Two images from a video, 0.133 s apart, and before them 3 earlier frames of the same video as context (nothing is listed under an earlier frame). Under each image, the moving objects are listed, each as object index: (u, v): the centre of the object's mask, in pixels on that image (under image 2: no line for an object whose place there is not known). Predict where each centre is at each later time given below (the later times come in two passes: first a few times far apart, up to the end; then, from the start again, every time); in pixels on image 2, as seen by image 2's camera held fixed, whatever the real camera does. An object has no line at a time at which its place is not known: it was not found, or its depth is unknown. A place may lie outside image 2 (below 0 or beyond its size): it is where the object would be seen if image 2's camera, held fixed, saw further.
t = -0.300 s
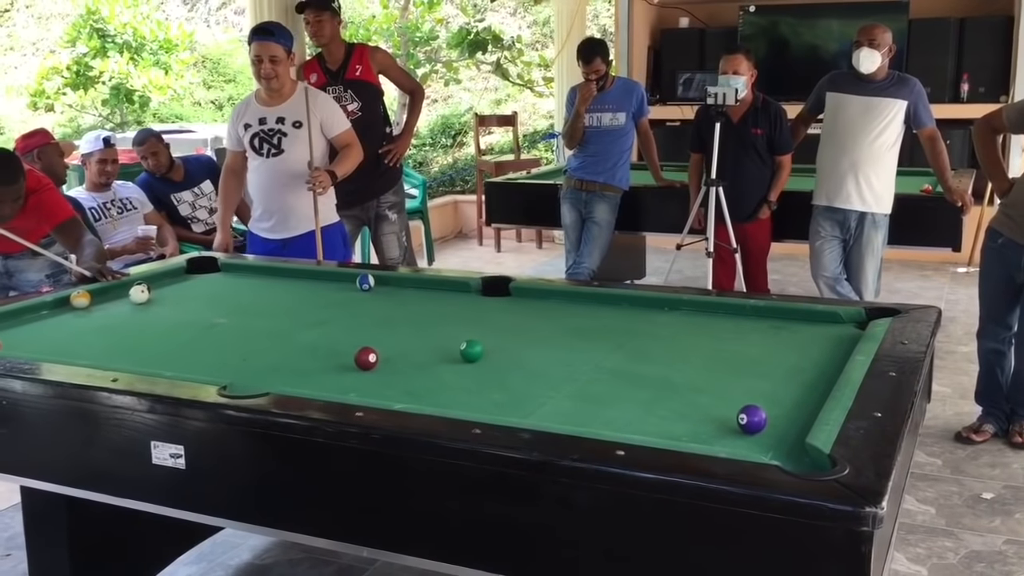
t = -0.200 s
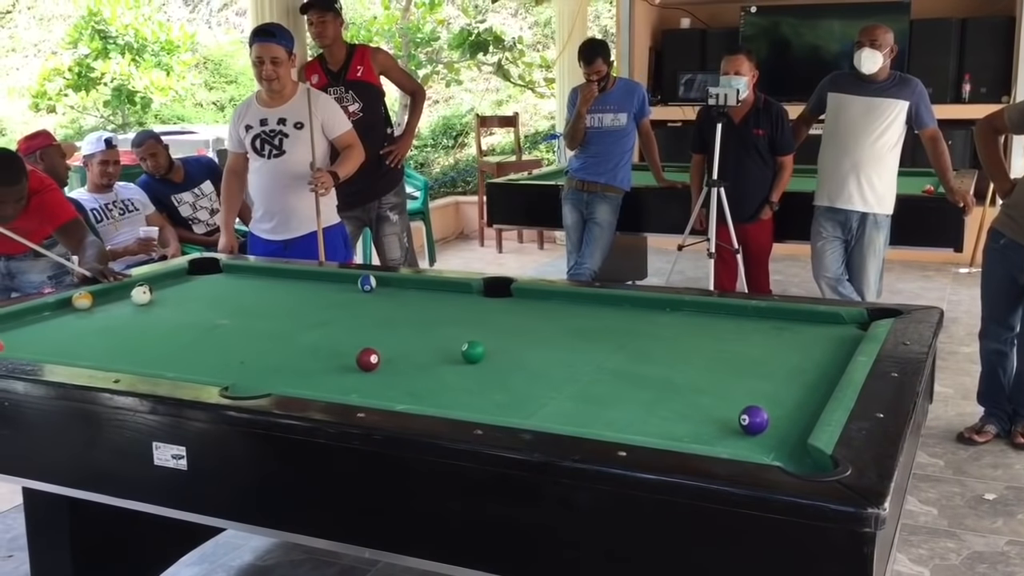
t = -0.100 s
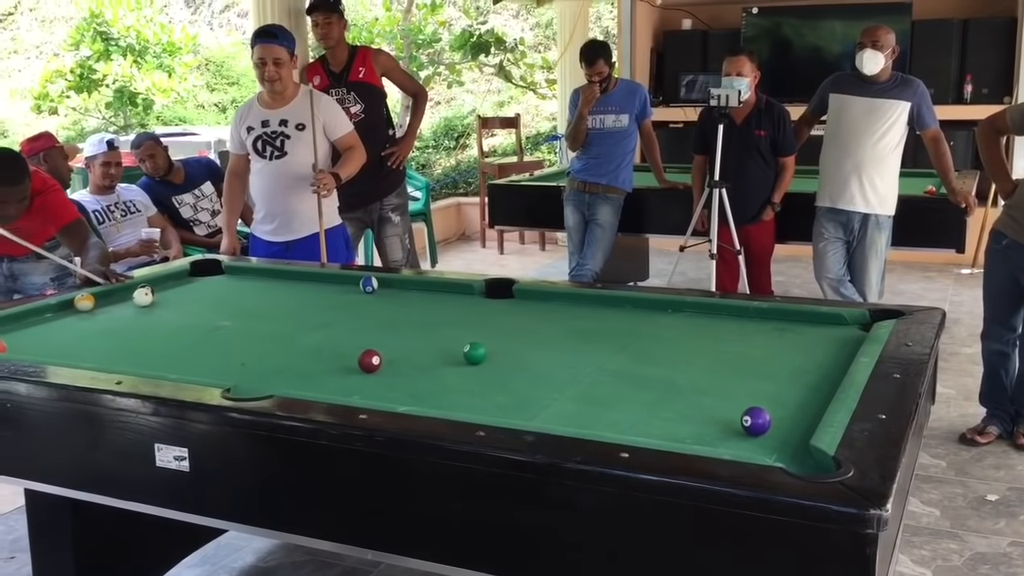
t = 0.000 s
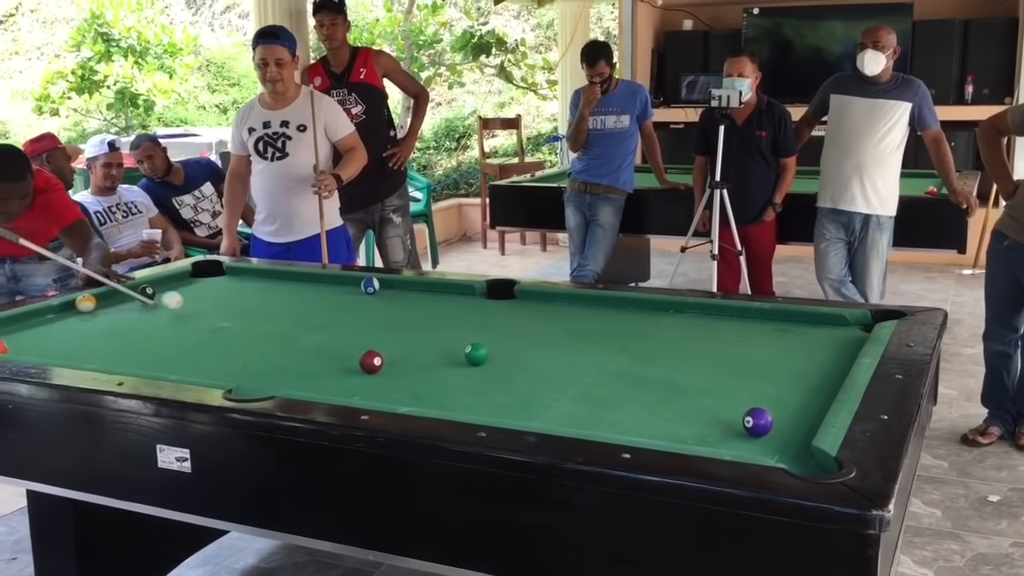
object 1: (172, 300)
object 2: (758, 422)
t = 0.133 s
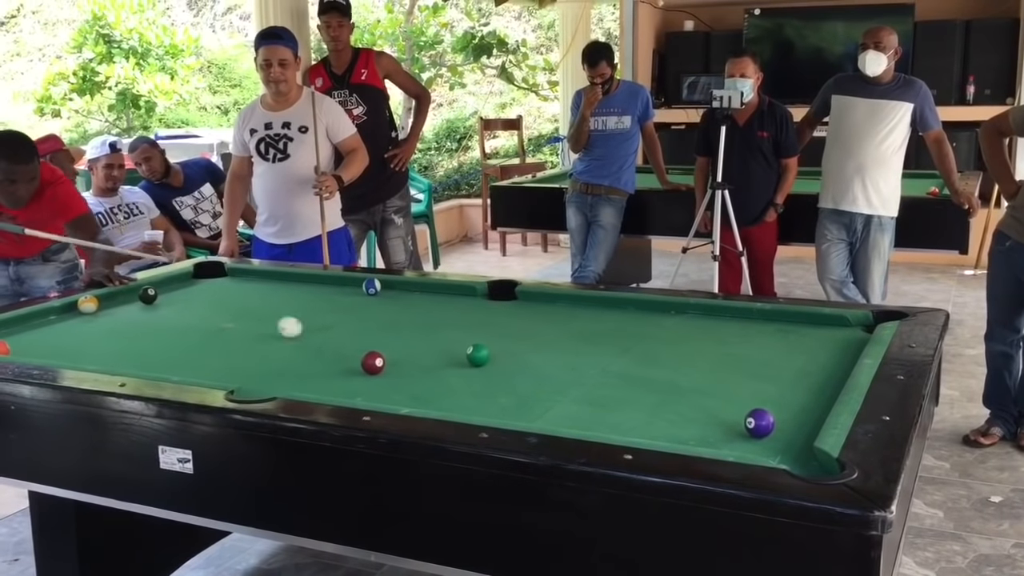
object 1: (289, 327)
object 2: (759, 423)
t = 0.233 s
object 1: (385, 345)
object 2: (759, 423)
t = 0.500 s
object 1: (675, 405)
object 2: (759, 423)
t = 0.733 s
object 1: (752, 417)
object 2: (724, 429)
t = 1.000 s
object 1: (788, 420)
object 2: (595, 421)
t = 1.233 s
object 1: (808, 420)
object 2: (490, 413)
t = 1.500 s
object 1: (793, 418)
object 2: (415, 400)
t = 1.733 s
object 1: (782, 415)
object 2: (357, 390)
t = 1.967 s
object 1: (773, 413)
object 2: (306, 379)
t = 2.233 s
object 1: (766, 411)
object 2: (255, 368)
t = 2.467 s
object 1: (761, 410)
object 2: (215, 359)
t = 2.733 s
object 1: (759, 409)
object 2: (174, 349)
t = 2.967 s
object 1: (758, 409)
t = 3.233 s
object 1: (758, 409)
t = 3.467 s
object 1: (758, 409)
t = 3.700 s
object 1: (758, 409)
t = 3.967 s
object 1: (758, 409)
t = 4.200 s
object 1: (758, 409)
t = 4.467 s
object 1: (758, 409)
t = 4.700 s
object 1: (758, 409)
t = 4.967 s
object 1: (758, 409)
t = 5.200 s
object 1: (758, 409)
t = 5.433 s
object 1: (758, 409)
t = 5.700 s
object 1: (758, 409)
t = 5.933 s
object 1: (758, 409)
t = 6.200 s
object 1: (758, 409)
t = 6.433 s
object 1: (758, 409)
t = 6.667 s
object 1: (758, 409)
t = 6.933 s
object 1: (758, 409)
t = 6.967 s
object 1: (758, 409)
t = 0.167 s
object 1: (320, 332)
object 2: (759, 423)
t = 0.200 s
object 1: (352, 340)
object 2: (759, 423)
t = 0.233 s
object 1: (385, 345)
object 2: (759, 423)
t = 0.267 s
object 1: (419, 353)
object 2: (759, 423)
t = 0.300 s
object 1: (453, 360)
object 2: (759, 423)
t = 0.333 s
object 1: (488, 367)
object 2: (759, 423)
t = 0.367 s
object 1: (525, 374)
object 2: (759, 423)
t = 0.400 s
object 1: (561, 382)
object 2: (760, 423)
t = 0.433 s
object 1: (599, 389)
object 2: (760, 423)
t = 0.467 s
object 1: (637, 397)
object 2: (760, 423)
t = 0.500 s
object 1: (675, 405)
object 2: (759, 423)
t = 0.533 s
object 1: (714, 412)
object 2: (759, 423)
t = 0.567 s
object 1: (734, 415)
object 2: (779, 427)
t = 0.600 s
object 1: (735, 416)
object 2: (805, 432)
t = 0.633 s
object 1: (738, 416)
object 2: (783, 432)
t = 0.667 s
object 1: (742, 415)
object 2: (761, 431)
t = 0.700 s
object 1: (749, 412)
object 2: (742, 430)
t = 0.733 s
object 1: (752, 417)
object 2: (724, 429)
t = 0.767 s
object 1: (757, 417)
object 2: (707, 428)
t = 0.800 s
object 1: (761, 418)
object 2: (692, 427)
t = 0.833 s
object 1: (766, 418)
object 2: (674, 427)
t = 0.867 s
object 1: (770, 418)
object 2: (658, 426)
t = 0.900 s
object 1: (775, 419)
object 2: (643, 425)
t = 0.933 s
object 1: (779, 419)
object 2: (626, 424)
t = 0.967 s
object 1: (784, 420)
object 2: (611, 423)
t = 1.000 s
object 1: (788, 420)
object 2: (595, 421)
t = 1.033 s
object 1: (792, 420)
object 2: (580, 420)
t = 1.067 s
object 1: (797, 420)
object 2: (564, 419)
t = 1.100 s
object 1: (801, 421)
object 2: (549, 418)
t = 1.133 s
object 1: (805, 421)
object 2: (534, 416)
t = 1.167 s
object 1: (809, 421)
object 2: (520, 415)
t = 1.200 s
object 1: (810, 420)
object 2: (505, 414)
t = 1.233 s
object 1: (808, 420)
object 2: (490, 413)
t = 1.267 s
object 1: (806, 420)
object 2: (479, 411)
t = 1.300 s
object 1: (805, 420)
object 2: (469, 409)
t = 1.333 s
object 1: (803, 420)
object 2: (460, 407)
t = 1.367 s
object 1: (800, 419)
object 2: (450, 406)
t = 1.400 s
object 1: (798, 419)
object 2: (441, 405)
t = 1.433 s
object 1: (797, 419)
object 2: (432, 403)
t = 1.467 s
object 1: (795, 418)
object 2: (423, 402)
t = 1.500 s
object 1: (793, 418)
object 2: (415, 400)
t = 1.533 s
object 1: (791, 417)
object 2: (406, 398)
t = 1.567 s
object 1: (789, 417)
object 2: (397, 397)
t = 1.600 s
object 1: (788, 416)
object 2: (389, 396)
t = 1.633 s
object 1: (786, 416)
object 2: (381, 394)
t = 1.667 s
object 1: (785, 416)
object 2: (373, 393)
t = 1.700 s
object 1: (783, 415)
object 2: (365, 391)
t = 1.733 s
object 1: (782, 415)
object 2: (357, 390)
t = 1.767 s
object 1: (780, 415)
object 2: (349, 388)
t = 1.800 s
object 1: (779, 414)
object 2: (342, 387)
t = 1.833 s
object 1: (778, 414)
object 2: (335, 386)
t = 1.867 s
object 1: (777, 413)
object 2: (327, 384)
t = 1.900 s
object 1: (775, 413)
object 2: (320, 383)
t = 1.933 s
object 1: (774, 413)
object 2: (313, 381)
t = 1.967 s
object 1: (773, 413)
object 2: (306, 379)
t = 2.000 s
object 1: (772, 412)
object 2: (299, 378)
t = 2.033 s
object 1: (771, 412)
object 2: (293, 376)
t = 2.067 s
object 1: (770, 412)
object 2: (286, 375)
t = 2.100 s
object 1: (769, 412)
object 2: (280, 373)
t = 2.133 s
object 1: (768, 411)
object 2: (273, 372)
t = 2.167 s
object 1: (768, 411)
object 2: (267, 371)
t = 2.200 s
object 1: (767, 411)
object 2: (261, 369)
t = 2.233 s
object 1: (766, 411)
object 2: (255, 368)
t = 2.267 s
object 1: (765, 410)
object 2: (249, 367)
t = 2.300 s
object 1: (764, 410)
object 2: (243, 365)
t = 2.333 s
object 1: (764, 410)
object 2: (237, 364)
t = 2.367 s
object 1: (763, 410)
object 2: (232, 362)
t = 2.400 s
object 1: (762, 410)
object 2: (226, 361)
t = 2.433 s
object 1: (761, 410)
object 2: (221, 360)
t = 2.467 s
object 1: (761, 410)
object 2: (215, 359)
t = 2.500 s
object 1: (761, 410)
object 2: (210, 357)
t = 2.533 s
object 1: (760, 409)
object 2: (204, 356)
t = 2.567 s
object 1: (760, 409)
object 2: (199, 355)
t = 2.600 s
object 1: (759, 409)
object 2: (194, 353)
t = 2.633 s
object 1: (759, 409)
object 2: (189, 352)
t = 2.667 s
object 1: (759, 409)
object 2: (184, 351)
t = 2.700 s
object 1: (759, 409)
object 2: (179, 350)
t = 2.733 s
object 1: (759, 409)
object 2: (174, 349)
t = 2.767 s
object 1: (758, 409)
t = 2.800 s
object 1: (758, 409)
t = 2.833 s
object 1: (758, 409)
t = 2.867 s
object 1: (758, 409)
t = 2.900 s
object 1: (758, 409)
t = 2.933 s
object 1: (758, 409)
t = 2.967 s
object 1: (758, 409)
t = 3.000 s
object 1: (758, 409)
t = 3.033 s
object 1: (758, 409)
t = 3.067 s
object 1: (758, 409)
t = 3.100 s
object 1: (758, 409)
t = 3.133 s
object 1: (758, 409)
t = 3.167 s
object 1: (758, 409)
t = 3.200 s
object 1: (758, 409)
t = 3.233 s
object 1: (758, 409)
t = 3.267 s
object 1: (758, 409)
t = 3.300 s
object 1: (758, 409)
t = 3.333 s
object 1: (758, 409)
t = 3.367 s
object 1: (758, 409)
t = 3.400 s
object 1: (758, 409)
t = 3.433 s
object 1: (758, 409)
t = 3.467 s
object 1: (758, 409)
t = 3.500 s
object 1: (758, 409)
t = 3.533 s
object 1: (758, 409)
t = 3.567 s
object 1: (758, 409)
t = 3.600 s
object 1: (758, 409)
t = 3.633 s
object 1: (758, 409)
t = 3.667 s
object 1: (758, 409)
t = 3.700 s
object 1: (758, 409)
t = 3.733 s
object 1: (758, 409)
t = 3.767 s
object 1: (758, 409)
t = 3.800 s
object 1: (758, 409)
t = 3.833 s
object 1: (758, 409)
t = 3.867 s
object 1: (758, 409)
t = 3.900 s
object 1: (758, 409)
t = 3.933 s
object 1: (758, 409)
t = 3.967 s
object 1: (758, 409)
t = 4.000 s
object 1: (758, 409)
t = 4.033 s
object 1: (758, 409)
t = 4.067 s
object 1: (758, 409)
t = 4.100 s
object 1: (758, 409)
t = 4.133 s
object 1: (758, 409)
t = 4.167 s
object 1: (758, 409)
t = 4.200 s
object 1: (758, 409)
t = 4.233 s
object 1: (758, 409)
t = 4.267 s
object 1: (758, 409)
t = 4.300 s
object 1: (758, 409)
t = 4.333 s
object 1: (758, 409)
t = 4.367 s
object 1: (758, 409)
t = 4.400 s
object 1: (758, 409)
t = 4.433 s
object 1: (758, 409)
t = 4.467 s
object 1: (758, 409)
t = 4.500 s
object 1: (758, 409)
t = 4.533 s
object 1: (758, 409)
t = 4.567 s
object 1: (758, 409)
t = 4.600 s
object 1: (758, 409)
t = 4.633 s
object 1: (758, 409)
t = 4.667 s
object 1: (758, 409)
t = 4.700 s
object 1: (758, 409)
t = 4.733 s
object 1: (758, 409)
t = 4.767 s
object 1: (758, 409)
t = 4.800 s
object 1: (758, 409)
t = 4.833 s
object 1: (758, 409)
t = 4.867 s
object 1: (758, 409)
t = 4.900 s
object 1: (758, 409)
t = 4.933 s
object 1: (758, 409)
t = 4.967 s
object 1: (758, 409)
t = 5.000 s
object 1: (758, 409)
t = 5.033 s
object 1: (758, 409)
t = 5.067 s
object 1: (758, 409)
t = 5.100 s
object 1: (758, 409)
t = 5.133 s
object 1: (758, 409)
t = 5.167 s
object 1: (758, 409)
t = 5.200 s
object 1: (758, 409)
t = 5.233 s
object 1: (758, 409)
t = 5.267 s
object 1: (758, 409)
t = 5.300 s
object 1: (758, 409)
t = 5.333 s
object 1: (758, 409)
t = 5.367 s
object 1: (758, 409)
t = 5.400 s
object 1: (758, 408)
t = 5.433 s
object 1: (758, 409)
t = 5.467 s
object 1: (758, 409)
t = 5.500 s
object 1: (758, 409)
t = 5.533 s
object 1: (758, 409)
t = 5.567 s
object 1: (758, 409)
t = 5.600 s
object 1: (758, 409)
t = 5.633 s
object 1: (758, 409)
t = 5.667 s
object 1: (758, 409)
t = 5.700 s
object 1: (758, 409)
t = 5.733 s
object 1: (758, 409)
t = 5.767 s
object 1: (758, 409)
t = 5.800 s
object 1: (758, 409)
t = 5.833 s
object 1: (758, 409)
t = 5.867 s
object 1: (758, 409)
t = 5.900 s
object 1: (758, 409)
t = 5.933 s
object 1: (758, 409)
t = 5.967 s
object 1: (758, 409)
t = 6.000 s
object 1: (758, 409)
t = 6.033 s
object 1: (758, 409)
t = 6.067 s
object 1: (758, 409)
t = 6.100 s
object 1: (758, 409)
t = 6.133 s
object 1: (758, 409)
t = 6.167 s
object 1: (758, 409)
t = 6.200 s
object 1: (758, 409)
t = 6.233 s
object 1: (758, 409)
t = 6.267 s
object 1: (758, 409)
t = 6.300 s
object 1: (758, 409)
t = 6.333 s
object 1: (758, 409)
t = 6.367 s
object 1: (758, 409)
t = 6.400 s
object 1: (758, 409)
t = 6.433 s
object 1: (758, 409)
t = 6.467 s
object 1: (758, 409)
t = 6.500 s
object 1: (758, 409)
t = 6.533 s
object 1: (758, 409)
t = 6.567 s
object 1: (758, 409)
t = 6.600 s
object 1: (758, 409)
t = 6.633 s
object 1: (758, 409)
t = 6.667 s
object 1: (758, 409)
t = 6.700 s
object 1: (758, 409)
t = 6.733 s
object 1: (758, 409)
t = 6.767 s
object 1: (758, 409)
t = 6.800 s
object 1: (758, 409)
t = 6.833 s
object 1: (758, 409)
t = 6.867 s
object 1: (758, 409)
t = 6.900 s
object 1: (758, 409)
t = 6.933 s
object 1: (758, 409)
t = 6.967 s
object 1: (758, 409)
